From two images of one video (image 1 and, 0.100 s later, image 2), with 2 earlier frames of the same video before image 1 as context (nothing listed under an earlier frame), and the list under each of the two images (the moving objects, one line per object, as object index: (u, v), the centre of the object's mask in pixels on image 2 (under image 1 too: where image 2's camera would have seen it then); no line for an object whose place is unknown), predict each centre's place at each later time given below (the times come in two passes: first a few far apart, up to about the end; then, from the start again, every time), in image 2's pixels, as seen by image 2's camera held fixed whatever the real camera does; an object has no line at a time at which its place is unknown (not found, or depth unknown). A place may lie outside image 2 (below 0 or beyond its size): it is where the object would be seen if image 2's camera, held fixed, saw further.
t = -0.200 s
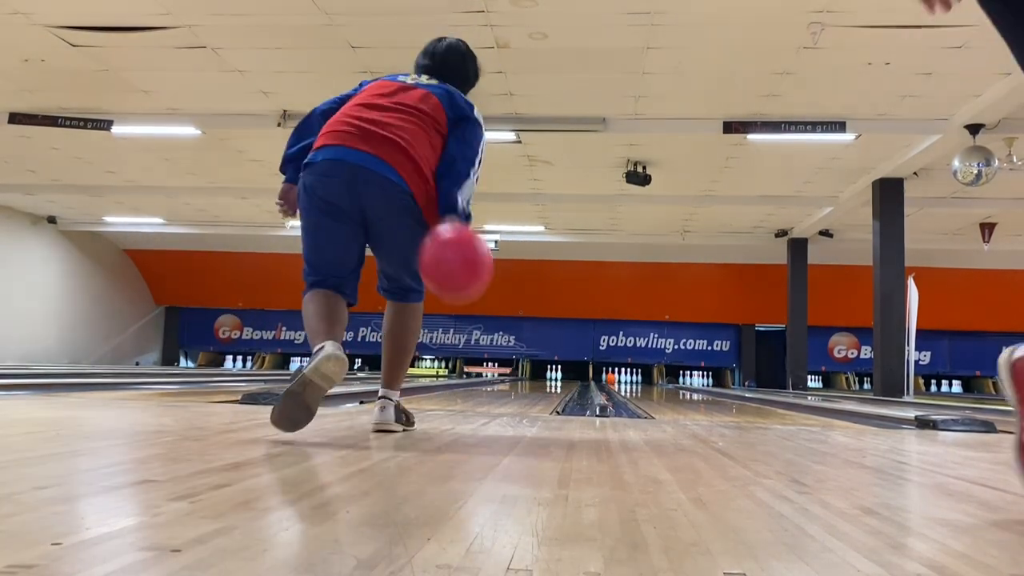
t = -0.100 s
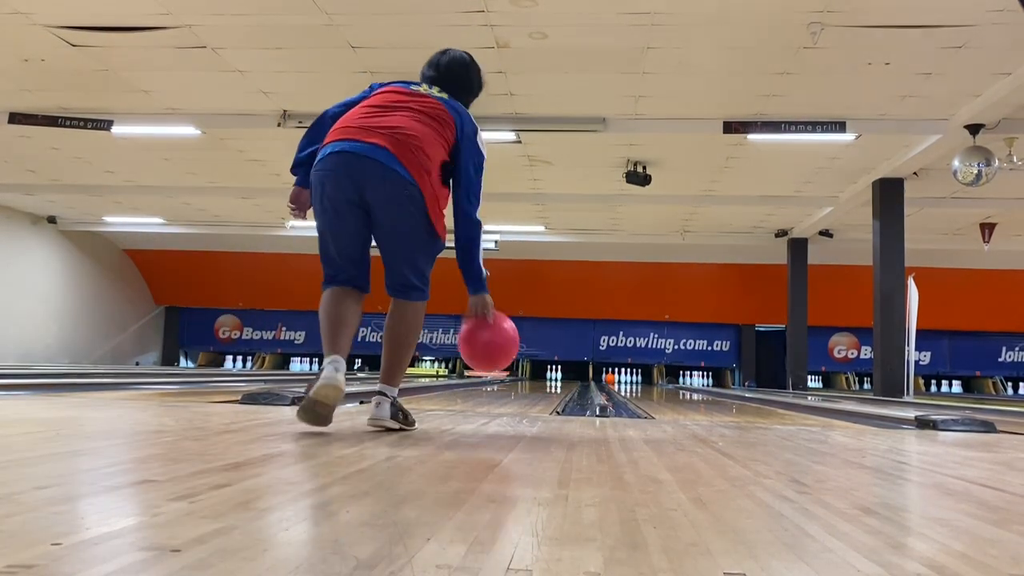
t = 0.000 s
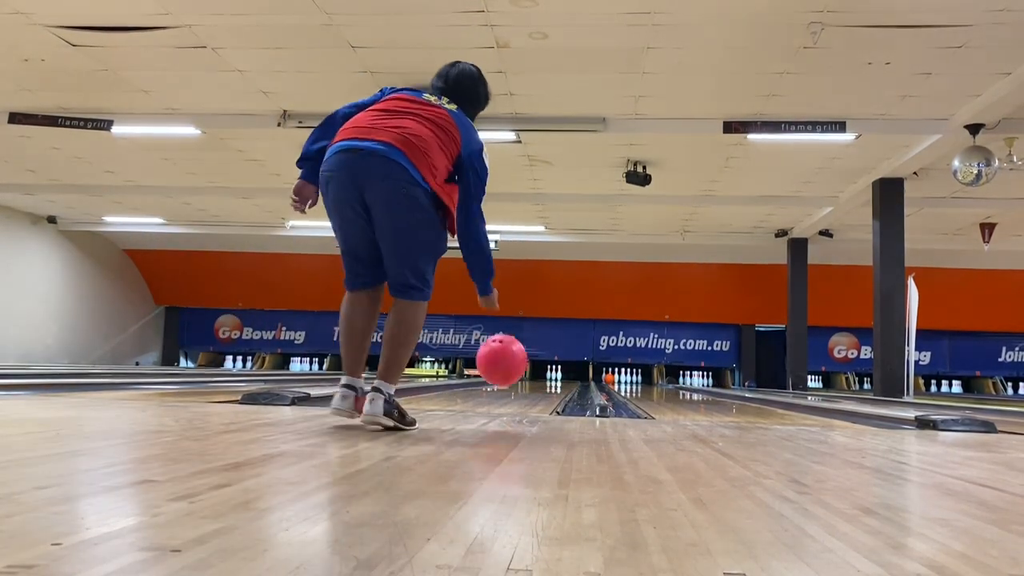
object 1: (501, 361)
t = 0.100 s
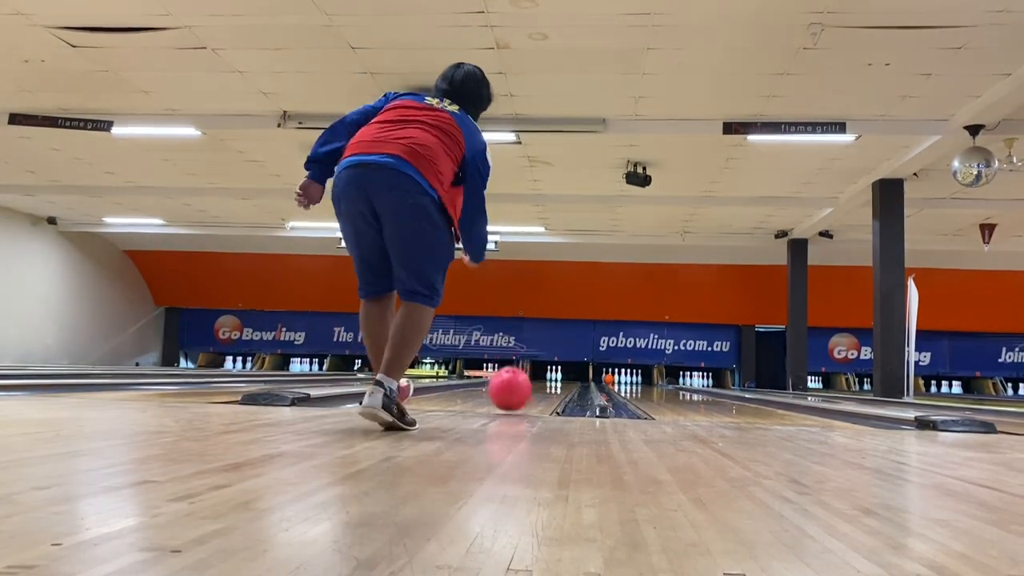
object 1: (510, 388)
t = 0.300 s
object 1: (522, 387)
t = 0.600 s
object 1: (533, 383)
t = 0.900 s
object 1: (539, 381)
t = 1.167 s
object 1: (543, 380)
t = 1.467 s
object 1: (546, 378)
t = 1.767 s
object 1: (549, 378)
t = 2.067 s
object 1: (551, 377)
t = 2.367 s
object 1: (552, 377)
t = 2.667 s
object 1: (554, 377)
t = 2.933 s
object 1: (555, 377)
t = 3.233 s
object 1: (556, 377)
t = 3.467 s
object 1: (557, 377)
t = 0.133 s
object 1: (512, 389)
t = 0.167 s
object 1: (515, 380)
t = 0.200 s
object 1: (516, 387)
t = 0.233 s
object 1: (518, 389)
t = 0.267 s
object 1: (520, 387)
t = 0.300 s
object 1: (522, 387)
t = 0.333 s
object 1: (524, 386)
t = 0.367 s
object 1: (525, 386)
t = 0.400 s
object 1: (526, 385)
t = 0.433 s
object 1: (528, 385)
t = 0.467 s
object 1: (529, 384)
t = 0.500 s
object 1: (530, 384)
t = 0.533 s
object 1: (531, 383)
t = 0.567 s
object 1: (532, 383)
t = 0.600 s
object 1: (533, 383)
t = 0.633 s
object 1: (534, 382)
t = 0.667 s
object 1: (535, 382)
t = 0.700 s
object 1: (536, 382)
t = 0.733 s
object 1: (536, 381)
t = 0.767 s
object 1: (537, 381)
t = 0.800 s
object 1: (538, 381)
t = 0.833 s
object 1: (538, 381)
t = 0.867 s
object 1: (539, 381)
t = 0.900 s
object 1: (539, 381)
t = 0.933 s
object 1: (540, 380)
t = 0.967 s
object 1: (540, 380)
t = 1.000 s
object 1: (541, 380)
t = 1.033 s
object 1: (541, 380)
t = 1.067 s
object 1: (542, 380)
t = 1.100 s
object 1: (542, 380)
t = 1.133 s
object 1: (542, 380)
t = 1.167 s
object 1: (543, 380)
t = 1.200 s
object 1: (543, 380)
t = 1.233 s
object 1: (544, 379)
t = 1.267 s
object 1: (544, 379)
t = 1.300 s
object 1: (544, 379)
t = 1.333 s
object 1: (544, 379)
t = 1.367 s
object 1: (545, 379)
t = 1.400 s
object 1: (545, 379)
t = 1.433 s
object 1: (546, 379)
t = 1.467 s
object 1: (546, 378)
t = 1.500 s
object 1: (546, 378)
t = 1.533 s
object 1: (547, 378)
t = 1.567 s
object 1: (547, 378)
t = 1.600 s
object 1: (547, 378)
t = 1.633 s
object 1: (547, 378)
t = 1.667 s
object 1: (548, 378)
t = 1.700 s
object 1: (548, 378)
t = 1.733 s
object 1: (548, 378)
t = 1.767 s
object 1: (549, 378)
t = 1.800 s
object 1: (549, 378)
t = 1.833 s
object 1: (549, 377)
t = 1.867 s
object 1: (550, 377)
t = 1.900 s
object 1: (550, 378)
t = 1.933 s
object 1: (550, 377)
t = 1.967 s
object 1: (550, 378)
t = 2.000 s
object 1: (550, 378)
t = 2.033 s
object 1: (551, 377)
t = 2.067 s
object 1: (551, 377)
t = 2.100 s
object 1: (551, 378)
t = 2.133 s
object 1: (551, 377)
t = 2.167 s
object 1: (551, 377)
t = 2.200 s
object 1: (551, 377)
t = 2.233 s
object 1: (552, 377)
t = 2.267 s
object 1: (552, 377)
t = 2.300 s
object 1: (552, 377)
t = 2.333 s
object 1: (552, 377)
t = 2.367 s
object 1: (552, 377)
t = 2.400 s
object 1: (552, 377)
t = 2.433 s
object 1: (553, 377)
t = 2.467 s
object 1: (553, 377)
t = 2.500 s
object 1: (553, 377)
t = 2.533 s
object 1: (553, 377)
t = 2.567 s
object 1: (553, 377)
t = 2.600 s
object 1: (554, 377)
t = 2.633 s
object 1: (554, 377)
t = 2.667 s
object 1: (554, 377)
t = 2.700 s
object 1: (554, 377)
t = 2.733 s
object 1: (554, 377)
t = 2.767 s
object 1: (554, 377)
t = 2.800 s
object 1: (554, 377)
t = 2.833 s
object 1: (554, 377)
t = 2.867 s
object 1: (555, 377)
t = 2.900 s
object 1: (555, 377)
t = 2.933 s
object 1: (555, 377)
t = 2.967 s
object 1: (555, 377)
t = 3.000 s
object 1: (555, 377)
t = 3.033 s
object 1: (555, 377)
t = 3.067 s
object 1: (555, 377)
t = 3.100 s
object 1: (556, 377)
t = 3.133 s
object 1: (556, 377)
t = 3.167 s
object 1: (556, 378)
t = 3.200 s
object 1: (556, 377)
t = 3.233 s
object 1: (556, 377)
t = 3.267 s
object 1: (557, 377)
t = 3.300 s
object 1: (557, 377)
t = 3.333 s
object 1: (557, 377)
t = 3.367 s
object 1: (557, 377)
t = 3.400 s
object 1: (557, 378)
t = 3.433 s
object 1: (557, 377)
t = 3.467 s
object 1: (557, 377)
